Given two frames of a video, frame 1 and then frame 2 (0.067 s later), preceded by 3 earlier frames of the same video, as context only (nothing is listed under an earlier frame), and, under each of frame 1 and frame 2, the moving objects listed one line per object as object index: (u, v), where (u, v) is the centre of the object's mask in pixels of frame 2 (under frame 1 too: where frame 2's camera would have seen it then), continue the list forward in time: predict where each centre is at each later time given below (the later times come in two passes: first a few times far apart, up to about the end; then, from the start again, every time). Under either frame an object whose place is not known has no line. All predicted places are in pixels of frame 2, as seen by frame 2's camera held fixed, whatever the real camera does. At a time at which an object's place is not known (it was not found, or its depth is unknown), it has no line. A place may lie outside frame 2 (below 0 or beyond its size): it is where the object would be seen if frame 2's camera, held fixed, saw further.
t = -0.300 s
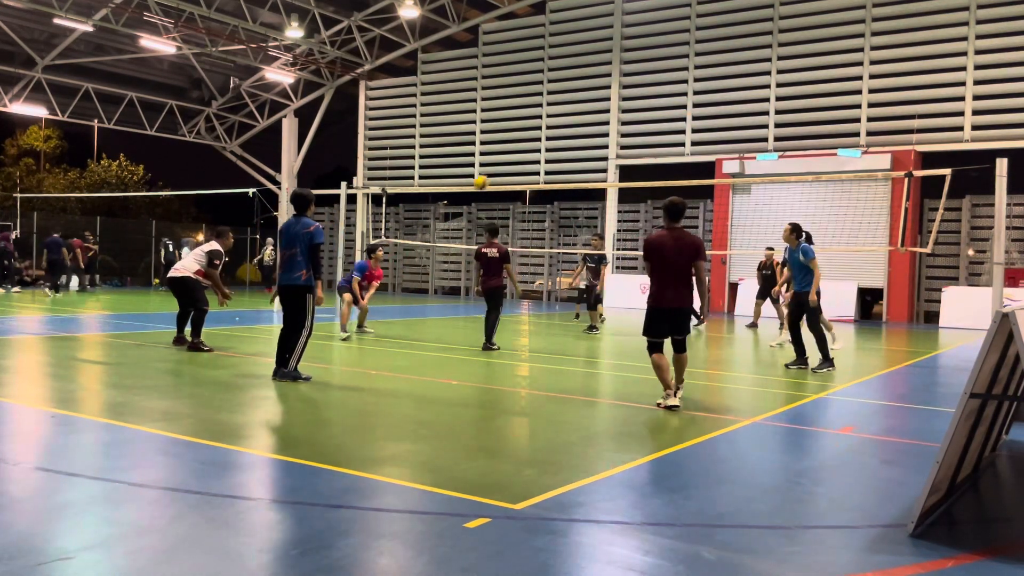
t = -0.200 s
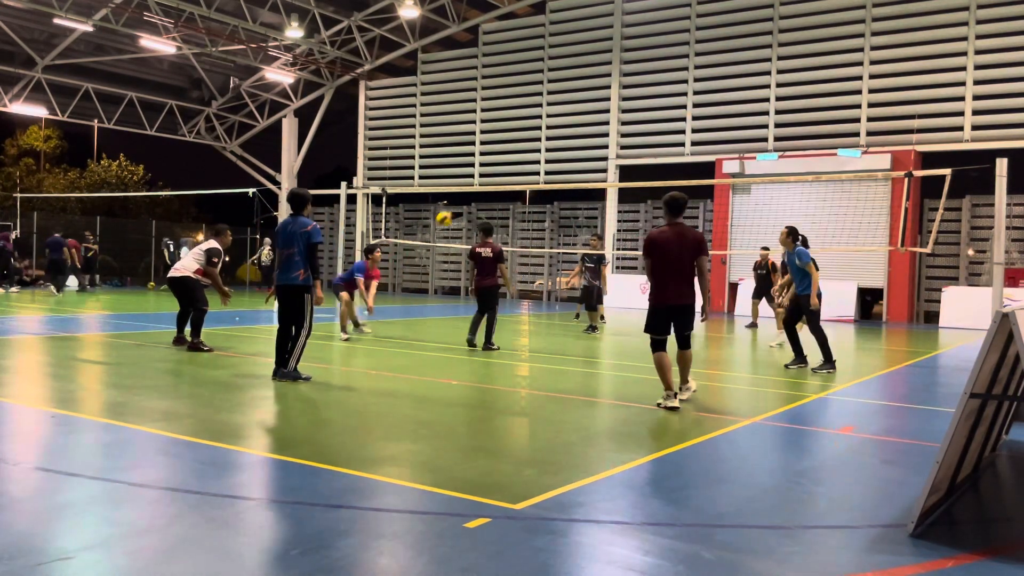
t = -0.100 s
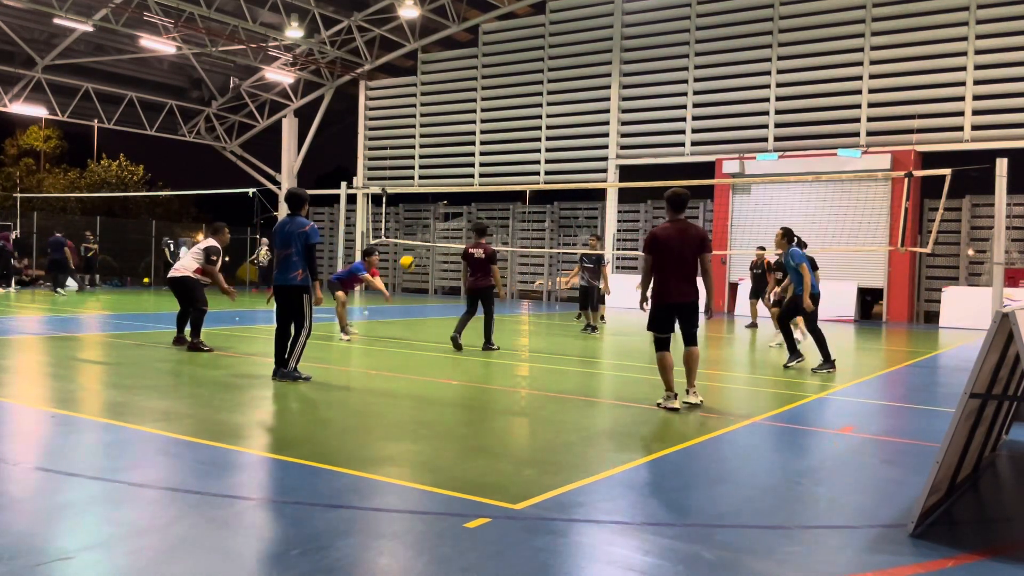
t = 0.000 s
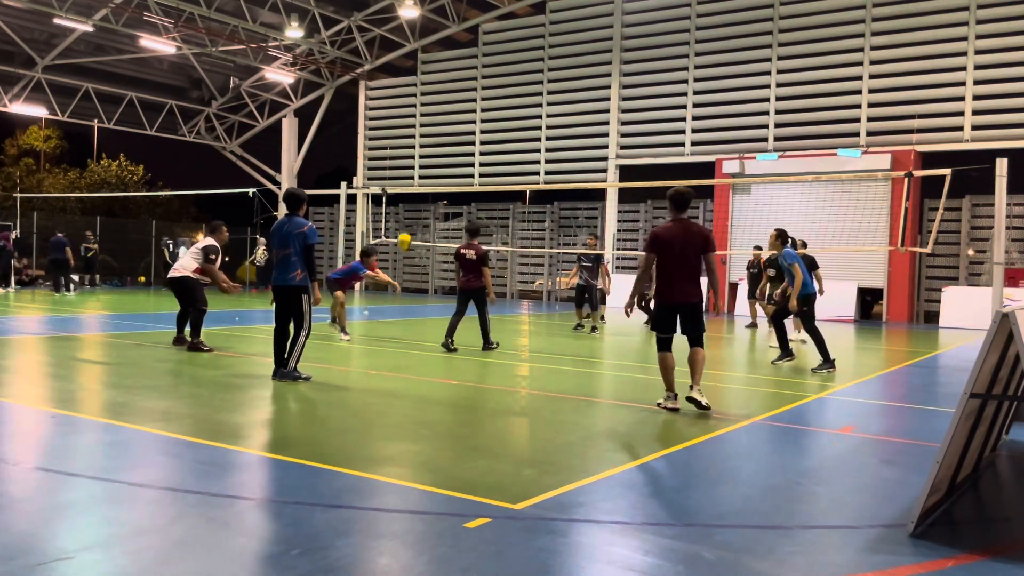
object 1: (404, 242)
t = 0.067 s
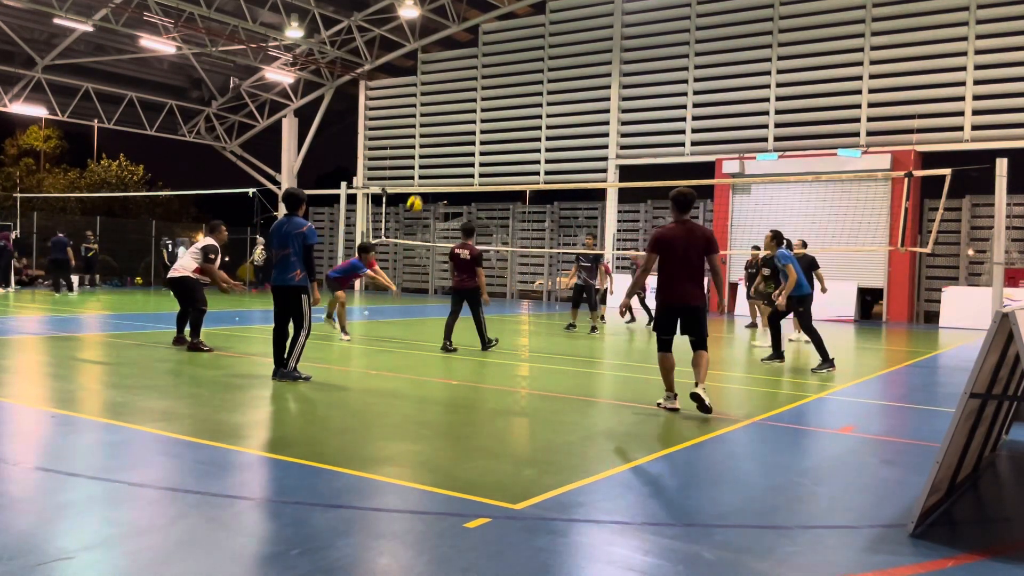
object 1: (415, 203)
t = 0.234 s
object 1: (440, 125)
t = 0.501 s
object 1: (479, 42)
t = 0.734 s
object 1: (510, 13)
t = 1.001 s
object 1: (545, 29)
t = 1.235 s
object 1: (572, 85)
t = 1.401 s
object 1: (591, 148)
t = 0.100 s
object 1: (420, 187)
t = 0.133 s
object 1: (426, 170)
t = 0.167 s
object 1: (431, 153)
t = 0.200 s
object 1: (435, 139)
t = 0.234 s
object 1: (440, 125)
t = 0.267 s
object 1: (445, 111)
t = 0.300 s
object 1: (450, 99)
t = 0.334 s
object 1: (456, 87)
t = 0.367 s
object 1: (460, 77)
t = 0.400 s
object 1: (465, 67)
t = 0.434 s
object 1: (469, 58)
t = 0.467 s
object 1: (474, 50)
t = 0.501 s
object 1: (479, 42)
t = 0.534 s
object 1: (484, 35)
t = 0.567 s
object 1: (488, 29)
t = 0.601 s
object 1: (492, 25)
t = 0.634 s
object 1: (497, 20)
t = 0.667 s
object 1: (501, 17)
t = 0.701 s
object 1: (506, 15)
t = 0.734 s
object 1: (510, 13)
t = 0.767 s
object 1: (515, 12)
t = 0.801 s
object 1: (519, 12)
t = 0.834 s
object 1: (524, 13)
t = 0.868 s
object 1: (528, 14)
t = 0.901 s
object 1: (532, 16)
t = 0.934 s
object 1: (537, 20)
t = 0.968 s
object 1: (541, 24)
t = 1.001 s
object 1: (545, 29)
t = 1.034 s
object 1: (548, 35)
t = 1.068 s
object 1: (553, 41)
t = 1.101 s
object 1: (556, 48)
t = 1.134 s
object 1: (561, 56)
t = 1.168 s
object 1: (564, 65)
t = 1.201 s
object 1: (569, 75)
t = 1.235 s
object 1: (572, 85)
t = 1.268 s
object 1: (576, 96)
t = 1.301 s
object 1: (580, 108)
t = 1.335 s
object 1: (584, 120)
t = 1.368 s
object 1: (588, 133)
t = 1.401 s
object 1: (591, 148)
